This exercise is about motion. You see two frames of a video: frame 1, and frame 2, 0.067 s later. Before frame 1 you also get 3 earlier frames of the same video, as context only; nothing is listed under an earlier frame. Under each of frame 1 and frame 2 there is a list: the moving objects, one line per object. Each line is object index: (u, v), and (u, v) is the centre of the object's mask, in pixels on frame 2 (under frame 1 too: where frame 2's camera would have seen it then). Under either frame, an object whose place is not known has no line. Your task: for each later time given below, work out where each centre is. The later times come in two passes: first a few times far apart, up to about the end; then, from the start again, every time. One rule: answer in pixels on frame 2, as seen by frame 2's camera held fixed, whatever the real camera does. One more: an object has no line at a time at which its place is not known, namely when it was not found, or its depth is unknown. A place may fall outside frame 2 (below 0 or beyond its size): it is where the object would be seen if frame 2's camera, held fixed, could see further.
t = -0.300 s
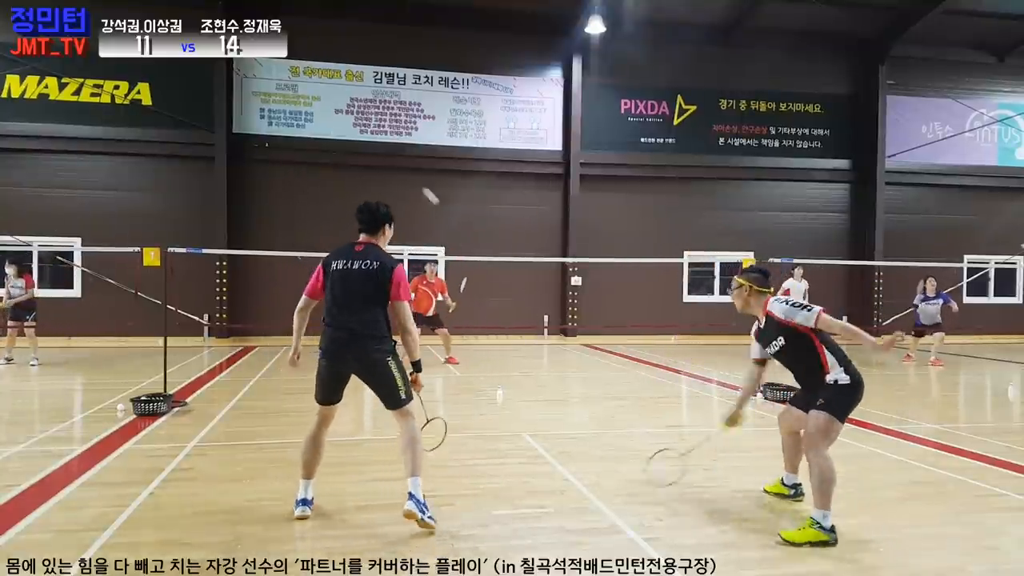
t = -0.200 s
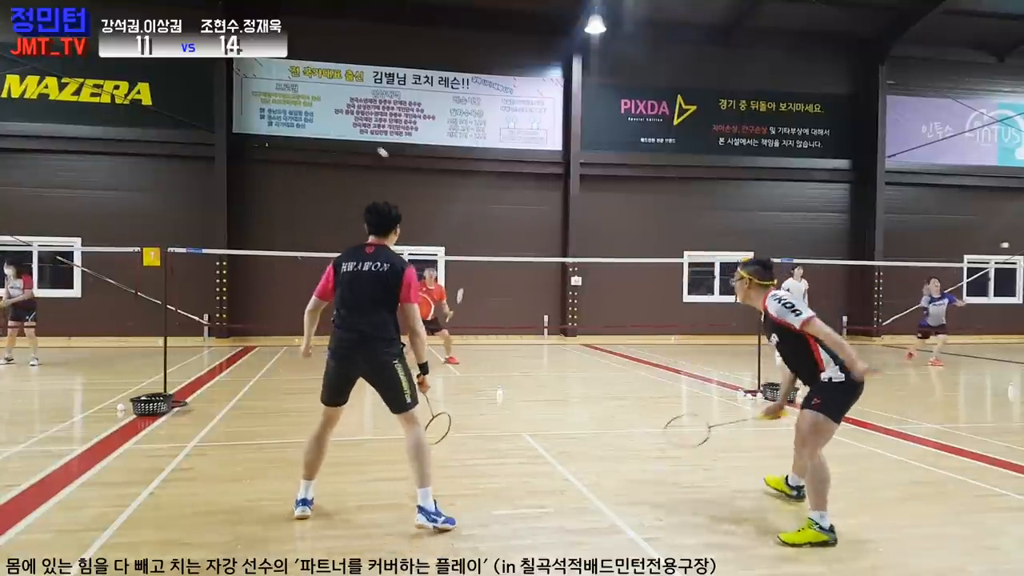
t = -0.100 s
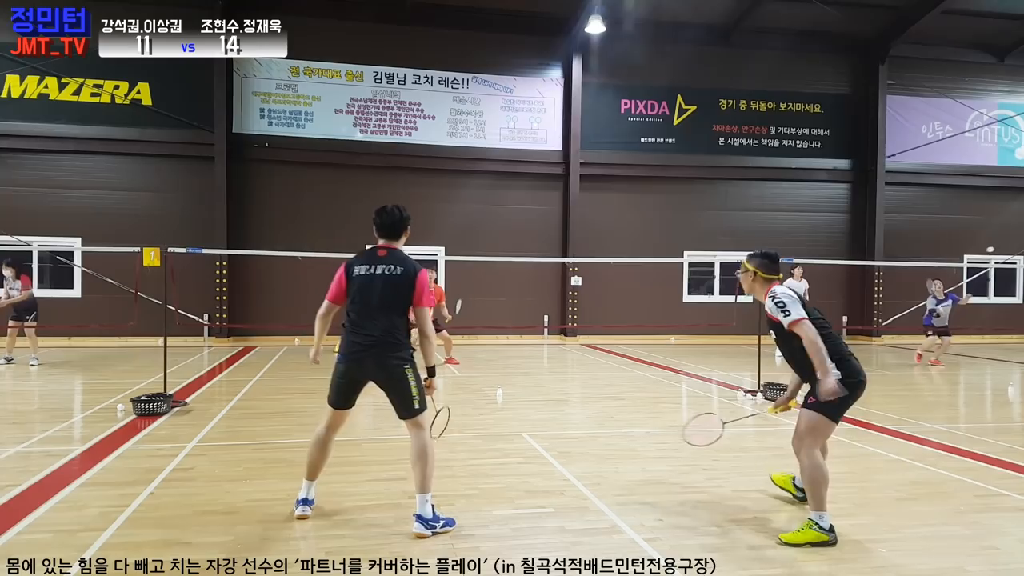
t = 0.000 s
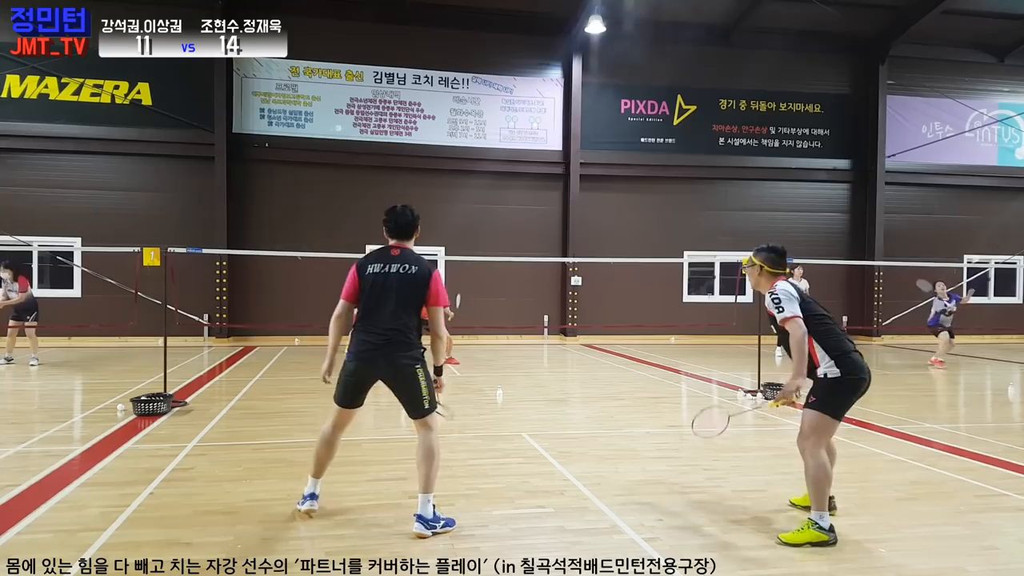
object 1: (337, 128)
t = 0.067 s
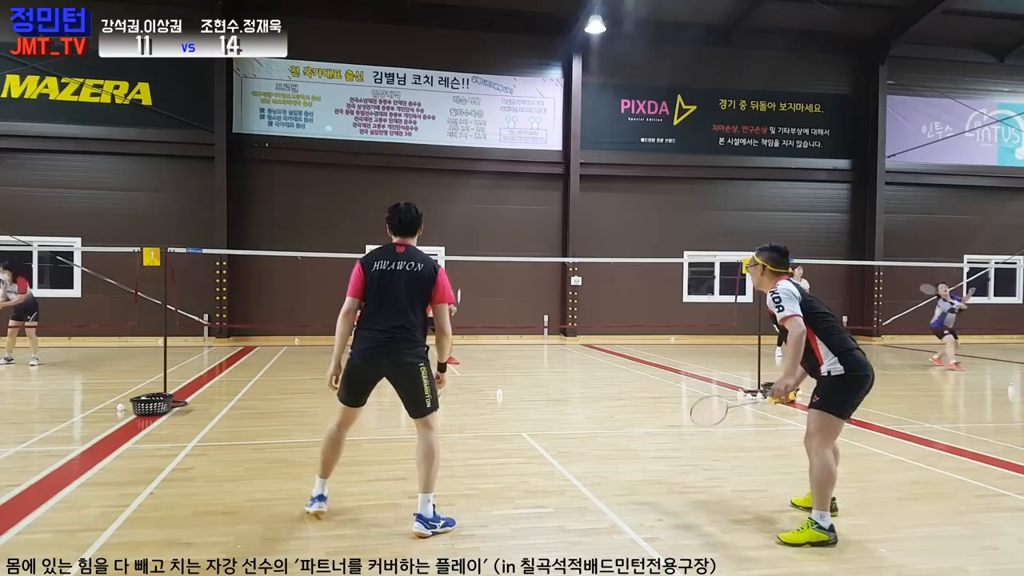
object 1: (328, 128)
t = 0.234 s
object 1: (310, 143)
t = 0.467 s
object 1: (294, 184)
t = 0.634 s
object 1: (287, 225)
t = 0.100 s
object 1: (324, 130)
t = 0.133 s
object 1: (320, 132)
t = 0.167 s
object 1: (316, 135)
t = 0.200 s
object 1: (313, 139)
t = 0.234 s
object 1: (310, 143)
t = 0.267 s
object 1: (307, 147)
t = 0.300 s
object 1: (304, 152)
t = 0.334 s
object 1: (301, 158)
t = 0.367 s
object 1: (299, 164)
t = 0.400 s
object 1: (297, 170)
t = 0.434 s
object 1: (296, 177)
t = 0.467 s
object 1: (294, 184)
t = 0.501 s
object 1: (292, 192)
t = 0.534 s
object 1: (290, 199)
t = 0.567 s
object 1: (289, 208)
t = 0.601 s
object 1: (288, 216)
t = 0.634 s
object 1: (287, 225)
